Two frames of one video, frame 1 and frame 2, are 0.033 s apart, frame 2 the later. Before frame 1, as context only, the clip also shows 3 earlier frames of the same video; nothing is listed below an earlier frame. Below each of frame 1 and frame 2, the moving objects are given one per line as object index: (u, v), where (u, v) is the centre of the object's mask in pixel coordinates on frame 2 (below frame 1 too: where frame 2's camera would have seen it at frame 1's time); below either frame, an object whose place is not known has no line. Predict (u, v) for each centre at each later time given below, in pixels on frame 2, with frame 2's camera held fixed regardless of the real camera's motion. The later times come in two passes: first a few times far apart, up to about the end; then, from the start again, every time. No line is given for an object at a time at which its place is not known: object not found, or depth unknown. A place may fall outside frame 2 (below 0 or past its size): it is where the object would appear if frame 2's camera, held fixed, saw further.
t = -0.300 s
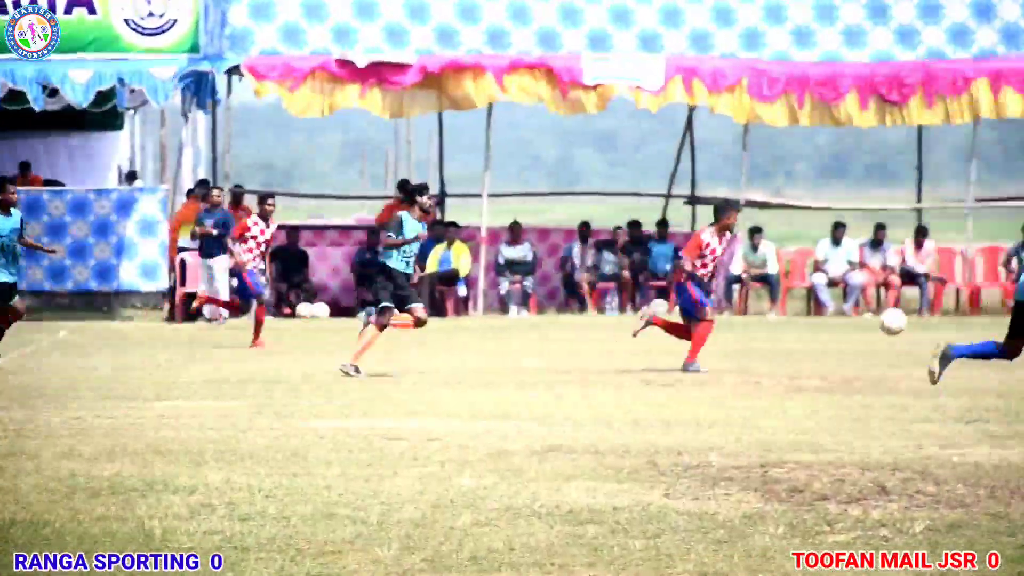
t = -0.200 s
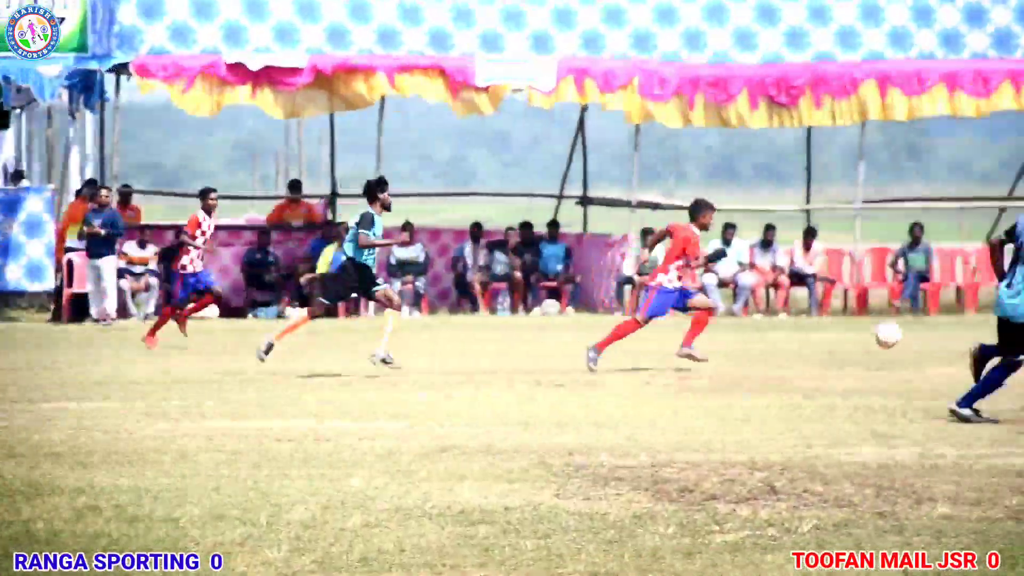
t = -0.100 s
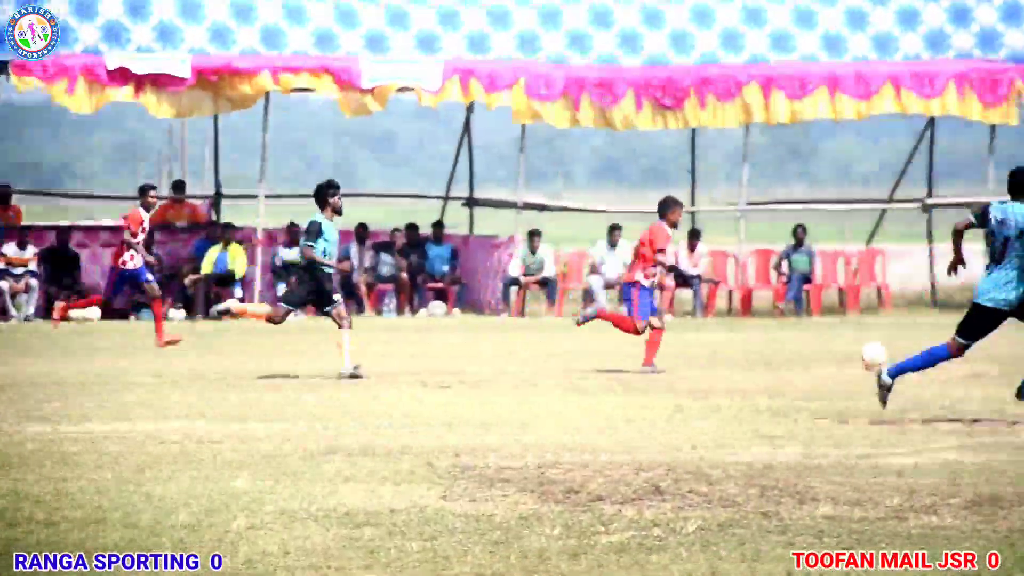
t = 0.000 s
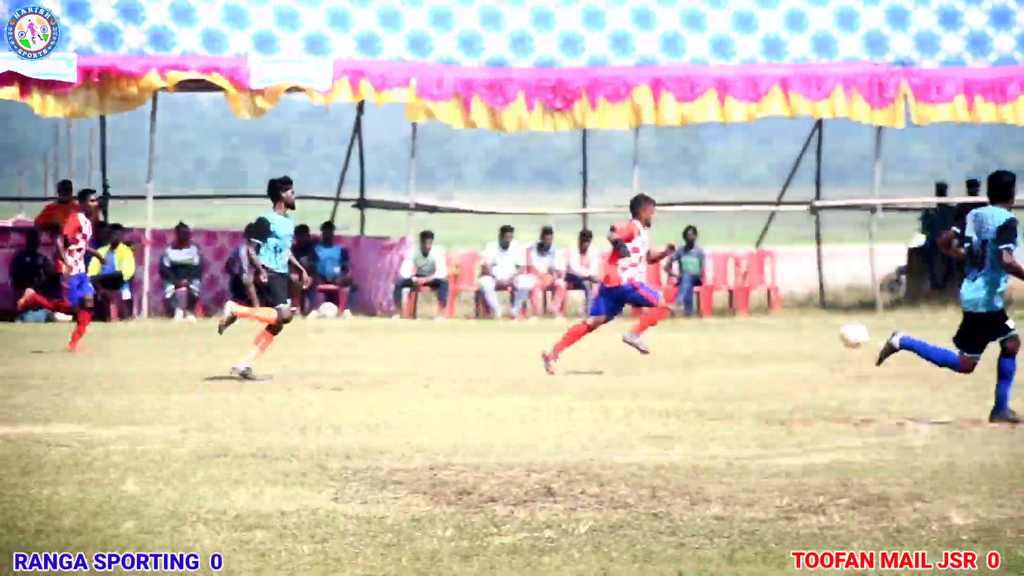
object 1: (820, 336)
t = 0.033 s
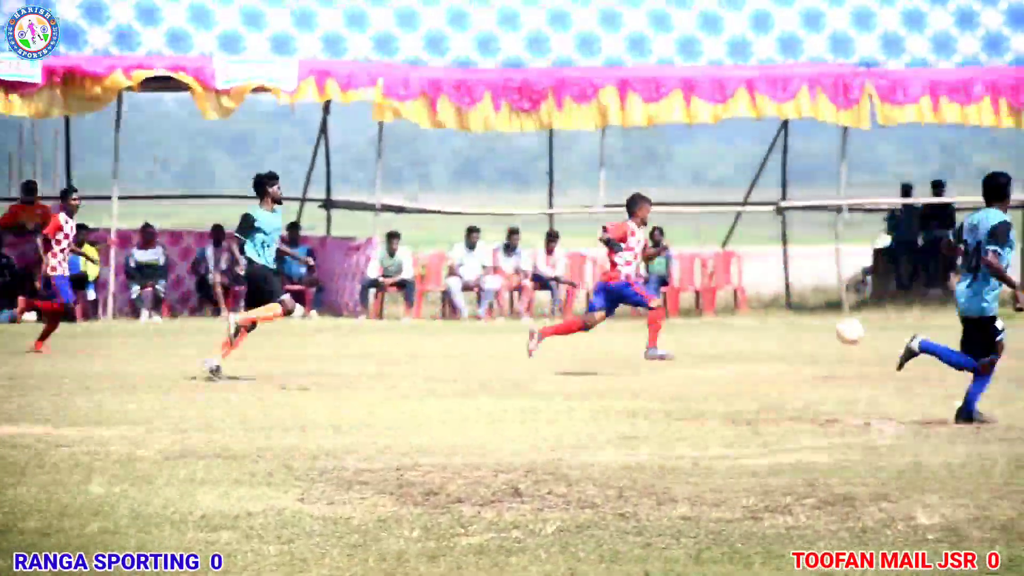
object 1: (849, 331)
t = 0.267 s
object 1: (1060, 340)
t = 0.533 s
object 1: (1315, 341)
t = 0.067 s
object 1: (879, 328)
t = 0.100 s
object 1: (909, 326)
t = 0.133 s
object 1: (939, 327)
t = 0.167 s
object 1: (968, 327)
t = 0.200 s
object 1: (1000, 330)
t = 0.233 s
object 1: (1028, 335)
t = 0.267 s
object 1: (1060, 340)
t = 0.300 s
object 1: (1090, 349)
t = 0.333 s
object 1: (1120, 358)
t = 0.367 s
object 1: (1153, 354)
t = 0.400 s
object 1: (1185, 349)
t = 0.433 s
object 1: (1218, 344)
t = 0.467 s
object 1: (1251, 341)
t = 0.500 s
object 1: (1283, 341)
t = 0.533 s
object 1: (1315, 341)
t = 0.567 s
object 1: (1351, 342)
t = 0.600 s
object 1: (1384, 346)
